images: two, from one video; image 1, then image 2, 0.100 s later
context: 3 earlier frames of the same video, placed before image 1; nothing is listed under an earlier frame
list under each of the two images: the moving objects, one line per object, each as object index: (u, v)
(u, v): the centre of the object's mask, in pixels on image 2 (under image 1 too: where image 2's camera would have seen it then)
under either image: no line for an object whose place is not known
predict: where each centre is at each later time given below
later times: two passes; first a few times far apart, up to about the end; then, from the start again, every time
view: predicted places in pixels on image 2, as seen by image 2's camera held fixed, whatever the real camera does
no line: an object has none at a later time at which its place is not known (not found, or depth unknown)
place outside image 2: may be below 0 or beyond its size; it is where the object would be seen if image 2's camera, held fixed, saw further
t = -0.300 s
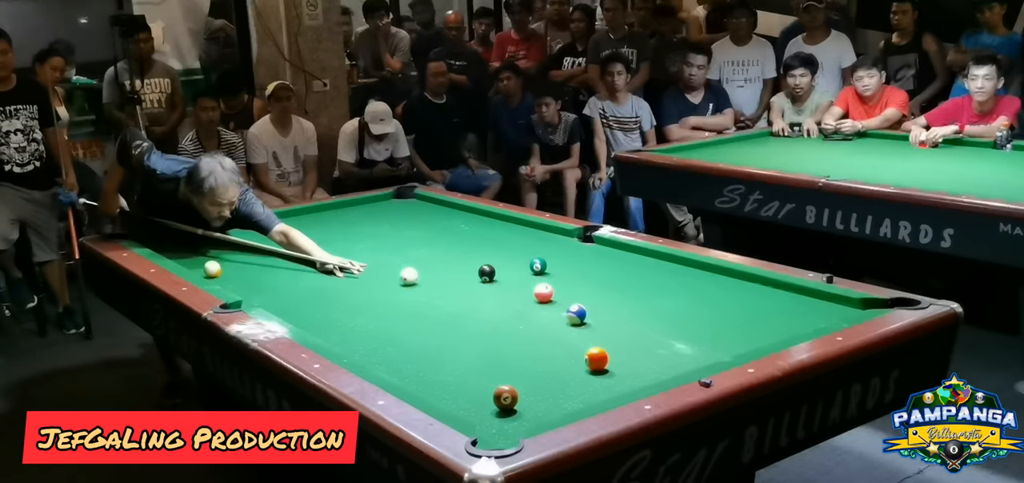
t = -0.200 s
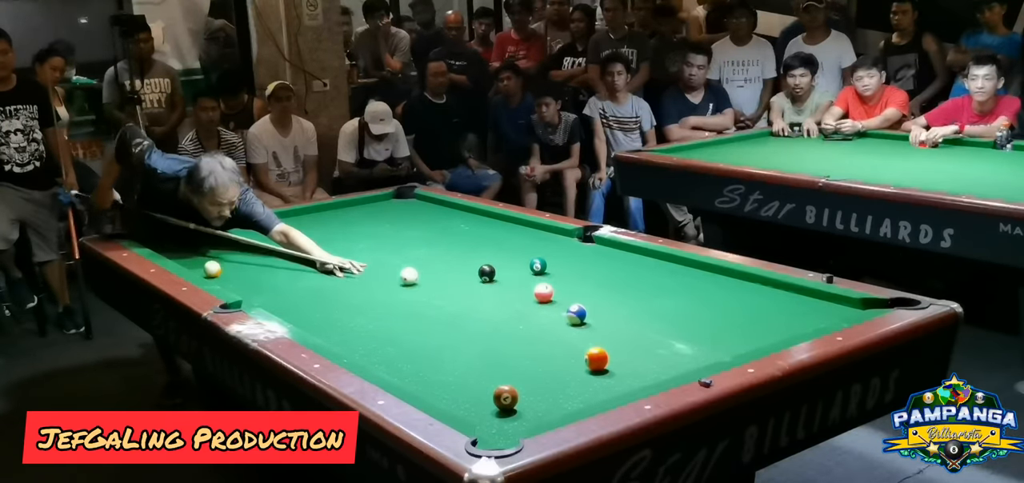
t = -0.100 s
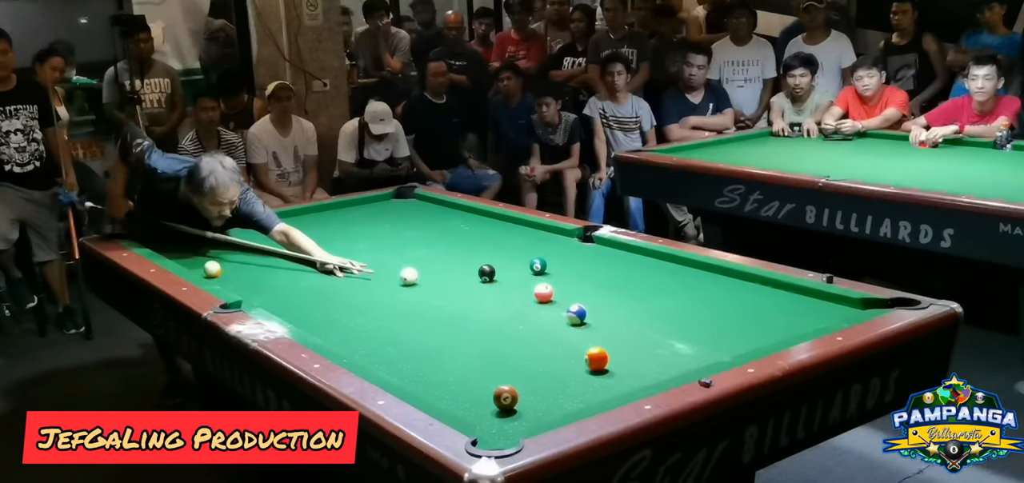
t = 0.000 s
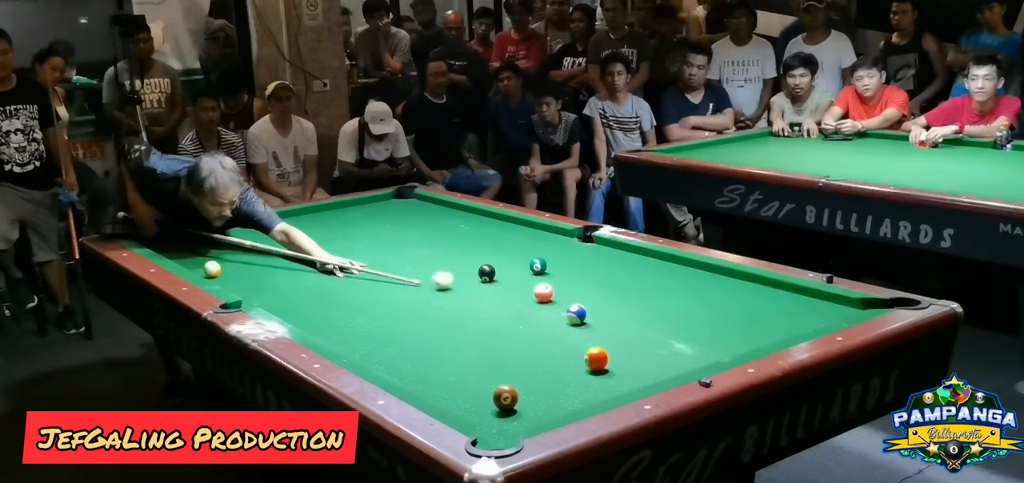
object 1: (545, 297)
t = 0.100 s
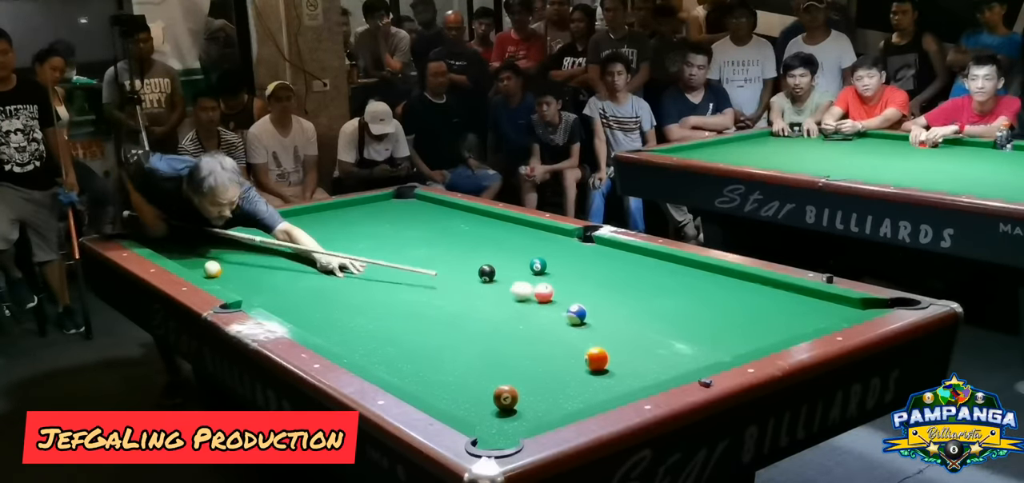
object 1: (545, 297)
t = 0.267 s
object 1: (673, 303)
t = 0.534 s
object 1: (860, 307)
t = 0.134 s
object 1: (568, 297)
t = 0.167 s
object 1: (595, 299)
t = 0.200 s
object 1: (622, 300)
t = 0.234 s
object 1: (648, 301)
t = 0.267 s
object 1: (673, 303)
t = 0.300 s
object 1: (698, 304)
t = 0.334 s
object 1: (722, 305)
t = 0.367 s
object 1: (745, 306)
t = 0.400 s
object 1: (767, 307)
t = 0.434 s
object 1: (790, 308)
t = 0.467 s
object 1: (813, 310)
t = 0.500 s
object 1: (836, 309)
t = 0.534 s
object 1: (860, 307)
